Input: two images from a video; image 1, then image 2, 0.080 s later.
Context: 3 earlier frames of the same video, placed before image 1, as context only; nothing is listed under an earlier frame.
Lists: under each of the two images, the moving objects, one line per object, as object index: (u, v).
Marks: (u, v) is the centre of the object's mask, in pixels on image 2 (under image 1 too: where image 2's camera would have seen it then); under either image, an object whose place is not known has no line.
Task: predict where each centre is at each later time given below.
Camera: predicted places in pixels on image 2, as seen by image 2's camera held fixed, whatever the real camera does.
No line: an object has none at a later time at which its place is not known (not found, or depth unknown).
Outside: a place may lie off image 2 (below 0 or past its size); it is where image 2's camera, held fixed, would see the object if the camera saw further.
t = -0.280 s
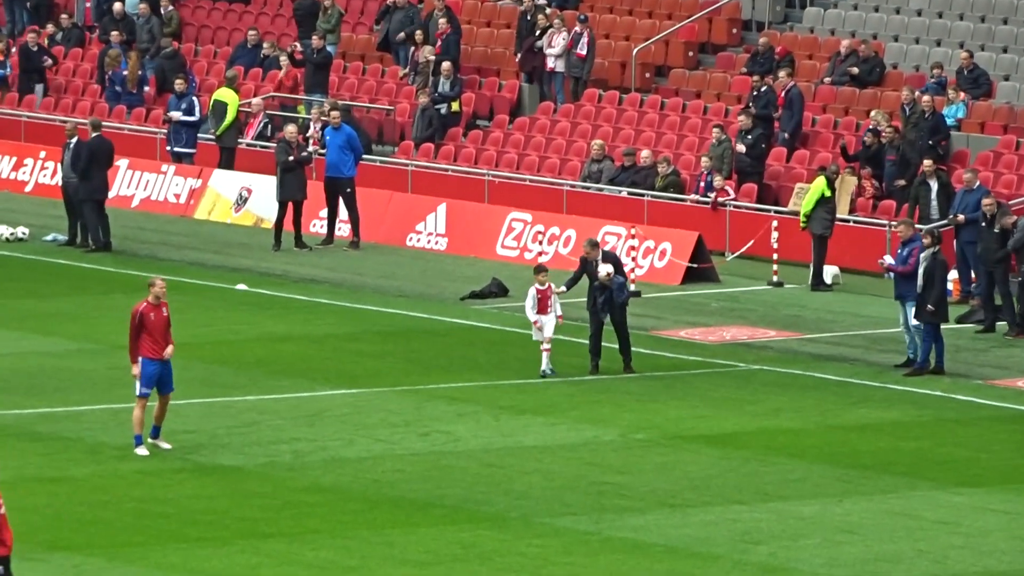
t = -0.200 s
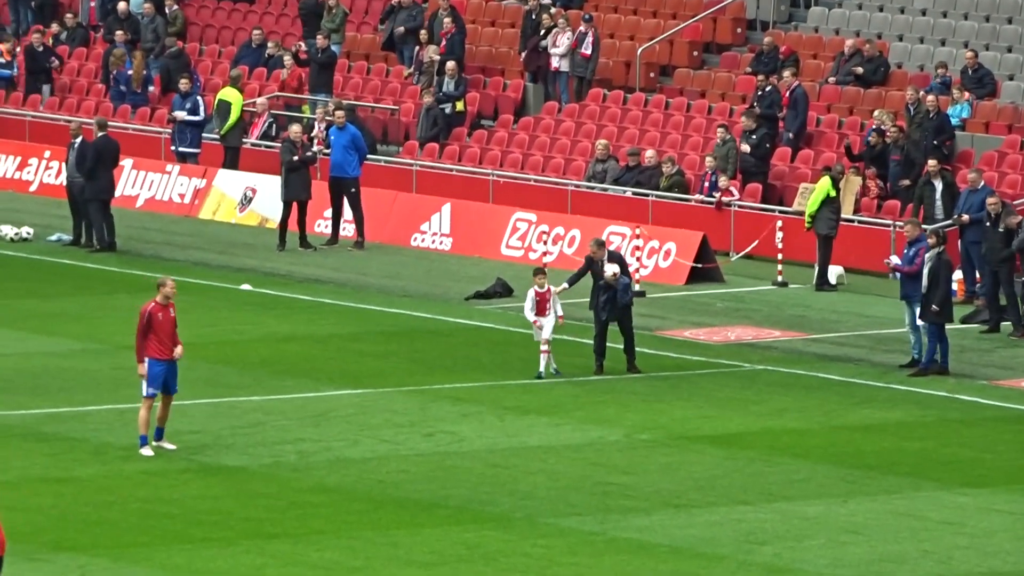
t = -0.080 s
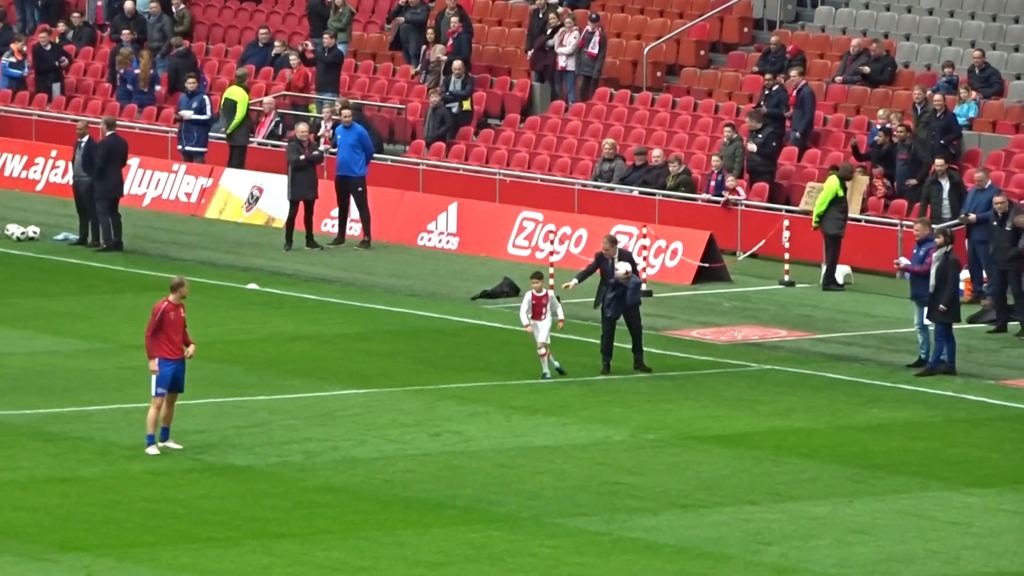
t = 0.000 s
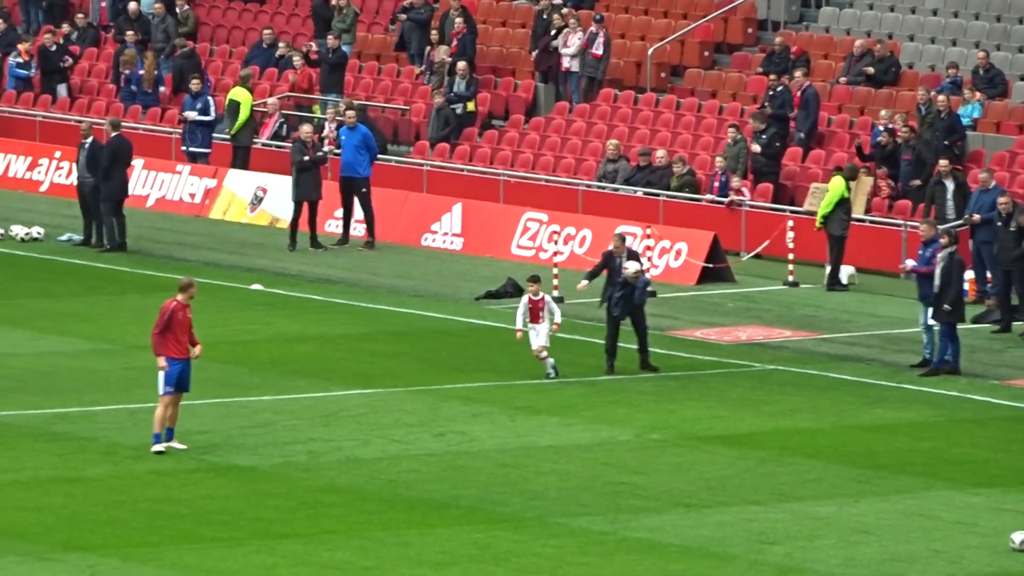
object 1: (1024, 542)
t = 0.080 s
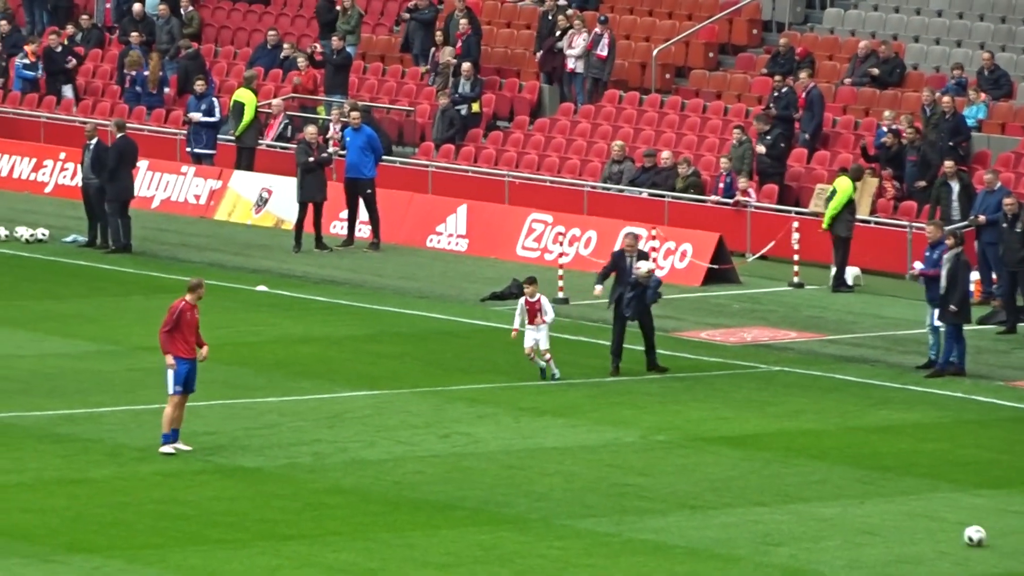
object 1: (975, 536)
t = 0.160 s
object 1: (926, 530)
